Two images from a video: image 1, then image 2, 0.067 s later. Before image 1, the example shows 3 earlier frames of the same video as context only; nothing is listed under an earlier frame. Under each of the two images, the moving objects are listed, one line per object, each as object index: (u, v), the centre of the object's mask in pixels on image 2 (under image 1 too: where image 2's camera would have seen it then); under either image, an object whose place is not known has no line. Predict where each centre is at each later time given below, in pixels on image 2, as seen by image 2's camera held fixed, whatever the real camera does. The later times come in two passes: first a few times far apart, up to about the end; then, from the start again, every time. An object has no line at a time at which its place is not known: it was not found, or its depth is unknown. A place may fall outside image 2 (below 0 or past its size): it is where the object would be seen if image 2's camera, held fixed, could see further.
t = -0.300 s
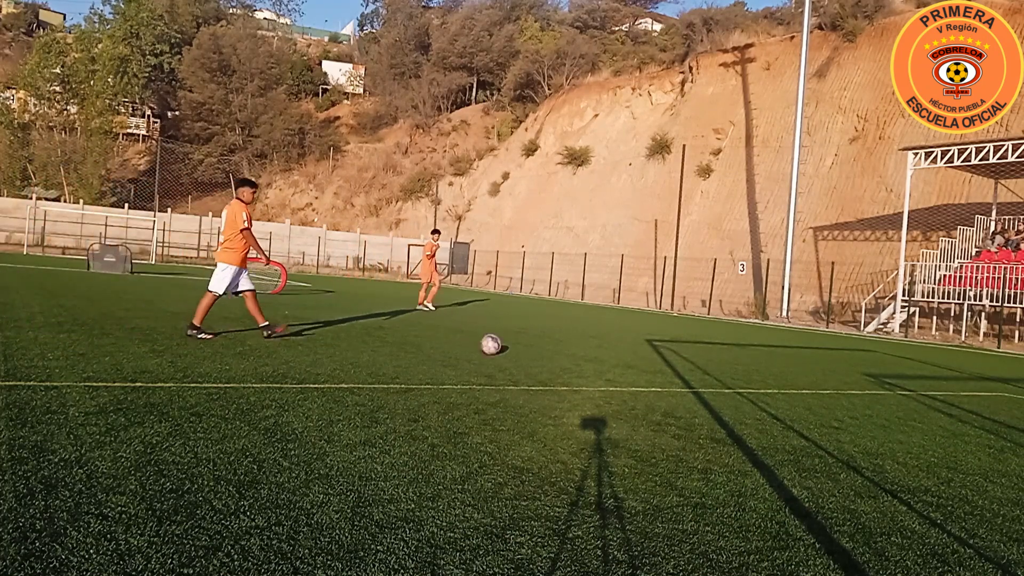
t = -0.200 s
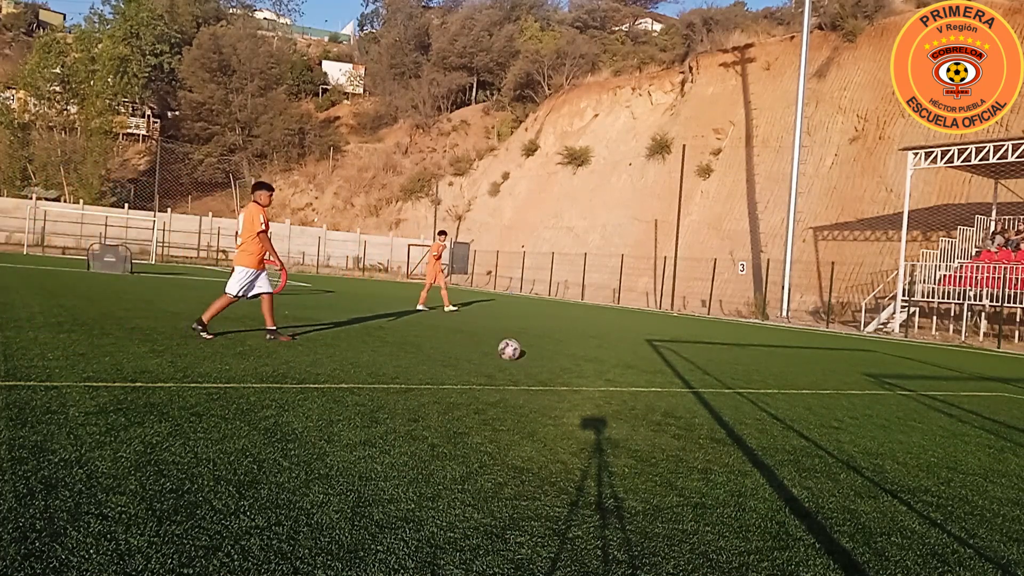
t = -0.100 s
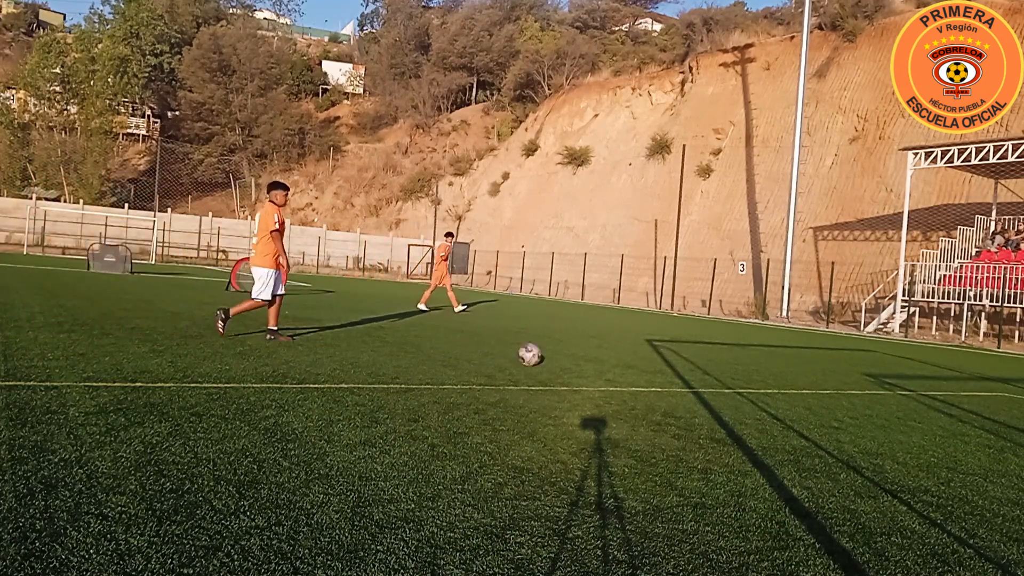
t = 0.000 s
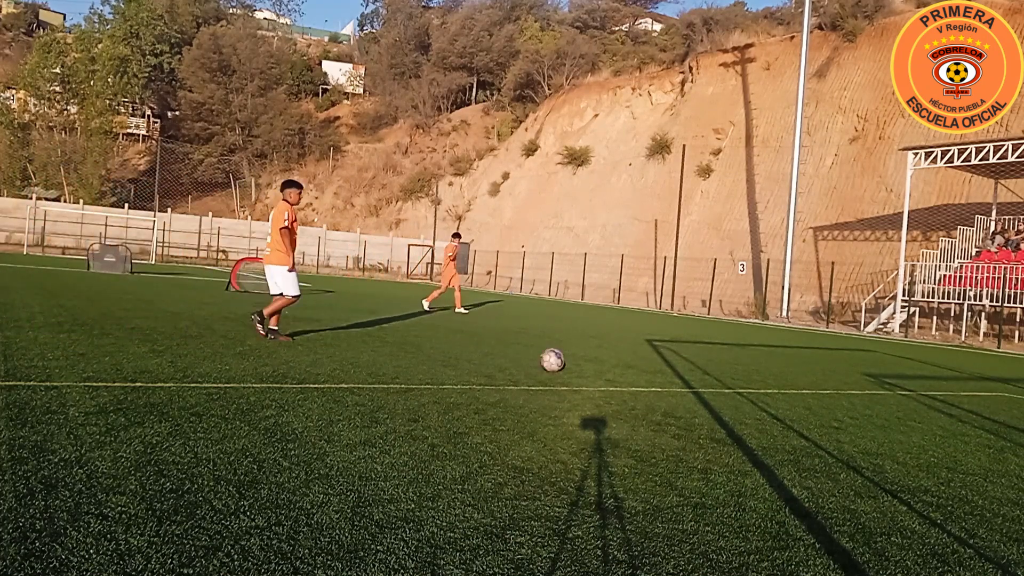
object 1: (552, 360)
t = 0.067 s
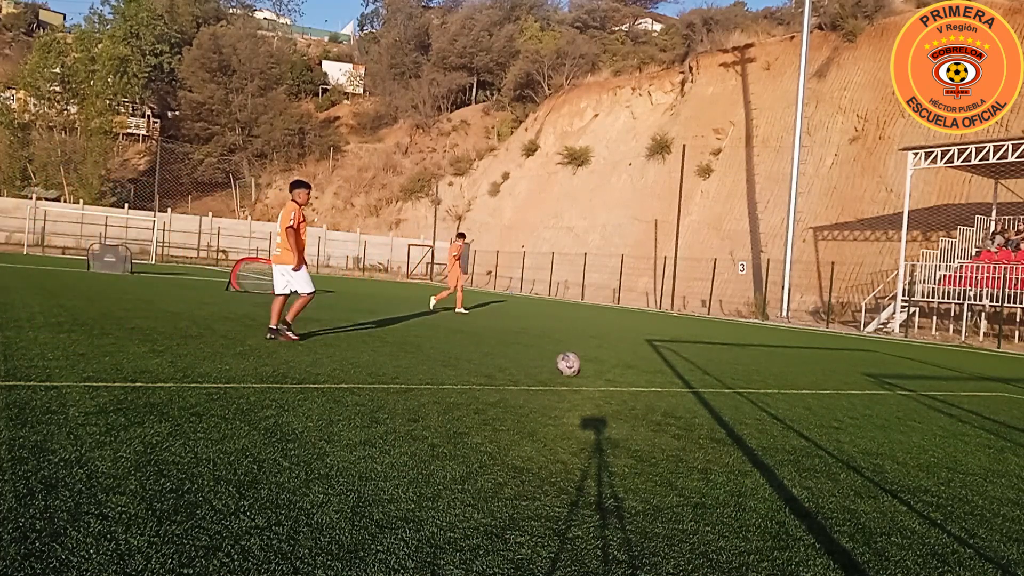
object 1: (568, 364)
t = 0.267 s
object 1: (619, 377)
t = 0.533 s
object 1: (707, 400)
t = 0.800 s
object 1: (826, 429)
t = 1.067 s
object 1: (984, 468)
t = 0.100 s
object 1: (575, 366)
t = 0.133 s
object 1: (584, 368)
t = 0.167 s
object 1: (593, 370)
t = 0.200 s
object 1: (601, 372)
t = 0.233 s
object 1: (611, 376)
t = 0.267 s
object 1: (619, 377)
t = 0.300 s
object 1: (629, 379)
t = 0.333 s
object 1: (639, 382)
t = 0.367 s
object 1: (648, 386)
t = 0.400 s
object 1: (660, 388)
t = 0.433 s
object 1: (672, 391)
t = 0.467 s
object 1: (683, 394)
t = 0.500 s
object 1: (695, 397)
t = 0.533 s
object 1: (707, 400)
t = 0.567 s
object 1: (721, 403)
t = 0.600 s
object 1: (735, 407)
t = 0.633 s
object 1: (748, 410)
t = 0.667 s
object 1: (762, 413)
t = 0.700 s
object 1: (777, 417)
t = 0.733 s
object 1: (793, 422)
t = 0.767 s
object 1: (809, 426)
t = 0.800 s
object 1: (826, 429)
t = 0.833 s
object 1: (843, 434)
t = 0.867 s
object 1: (860, 439)
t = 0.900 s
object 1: (879, 443)
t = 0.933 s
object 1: (899, 449)
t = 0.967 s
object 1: (919, 453)
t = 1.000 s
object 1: (940, 458)
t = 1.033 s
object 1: (961, 464)
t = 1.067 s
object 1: (984, 468)
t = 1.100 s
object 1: (1005, 475)
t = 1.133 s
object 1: (1016, 480)
